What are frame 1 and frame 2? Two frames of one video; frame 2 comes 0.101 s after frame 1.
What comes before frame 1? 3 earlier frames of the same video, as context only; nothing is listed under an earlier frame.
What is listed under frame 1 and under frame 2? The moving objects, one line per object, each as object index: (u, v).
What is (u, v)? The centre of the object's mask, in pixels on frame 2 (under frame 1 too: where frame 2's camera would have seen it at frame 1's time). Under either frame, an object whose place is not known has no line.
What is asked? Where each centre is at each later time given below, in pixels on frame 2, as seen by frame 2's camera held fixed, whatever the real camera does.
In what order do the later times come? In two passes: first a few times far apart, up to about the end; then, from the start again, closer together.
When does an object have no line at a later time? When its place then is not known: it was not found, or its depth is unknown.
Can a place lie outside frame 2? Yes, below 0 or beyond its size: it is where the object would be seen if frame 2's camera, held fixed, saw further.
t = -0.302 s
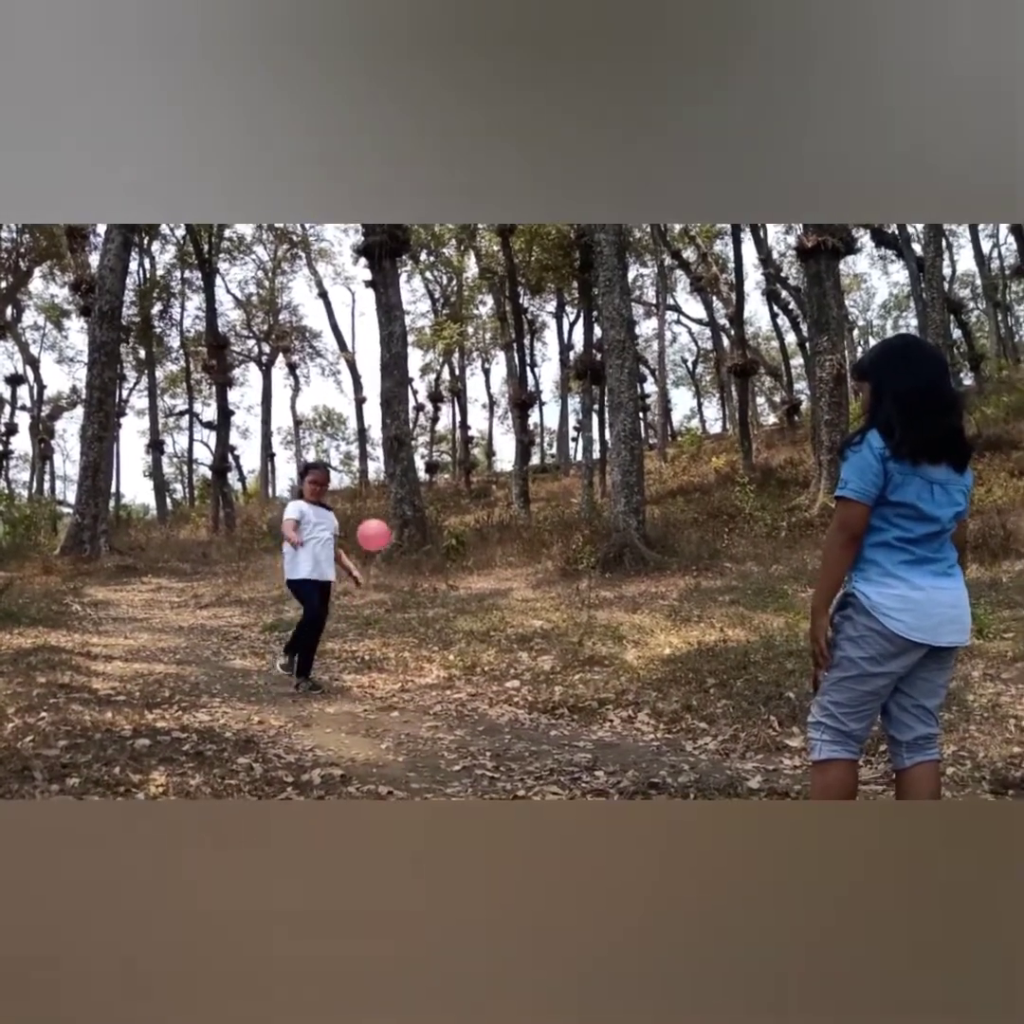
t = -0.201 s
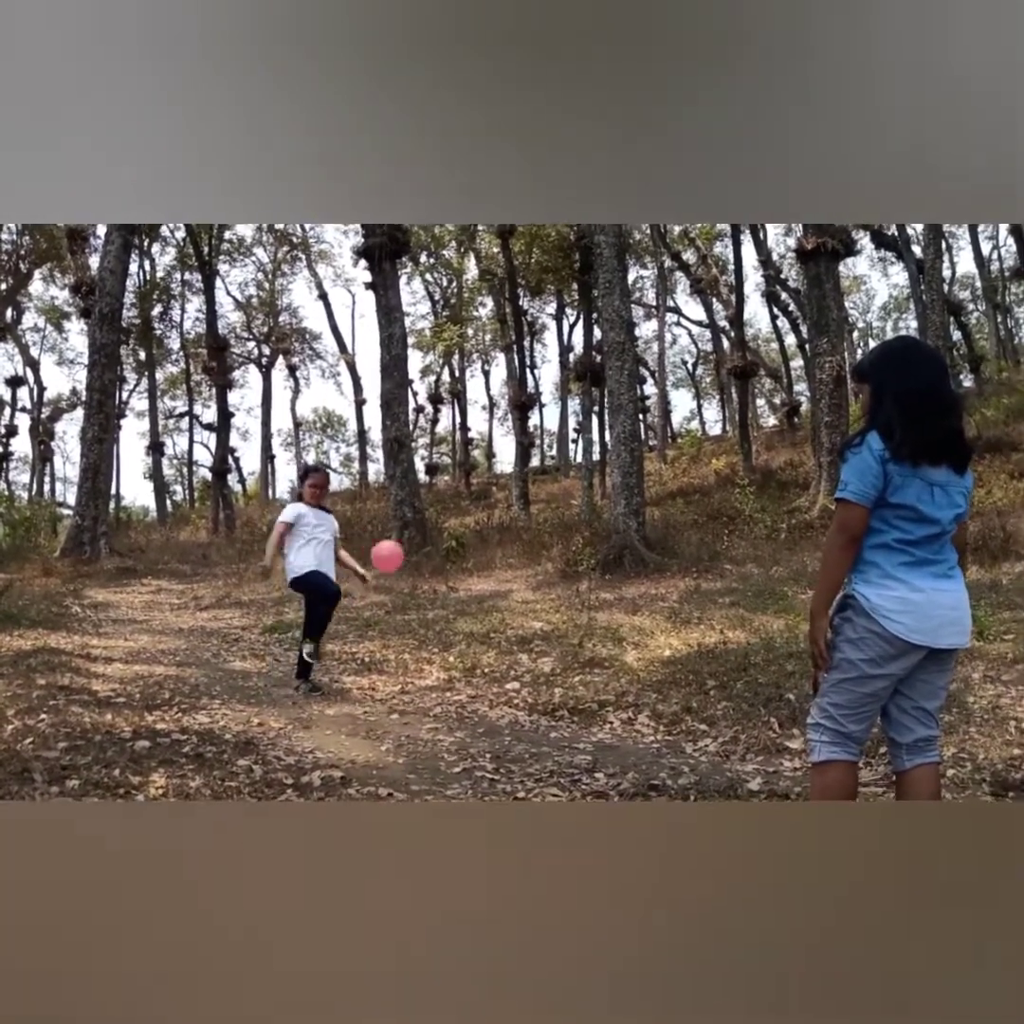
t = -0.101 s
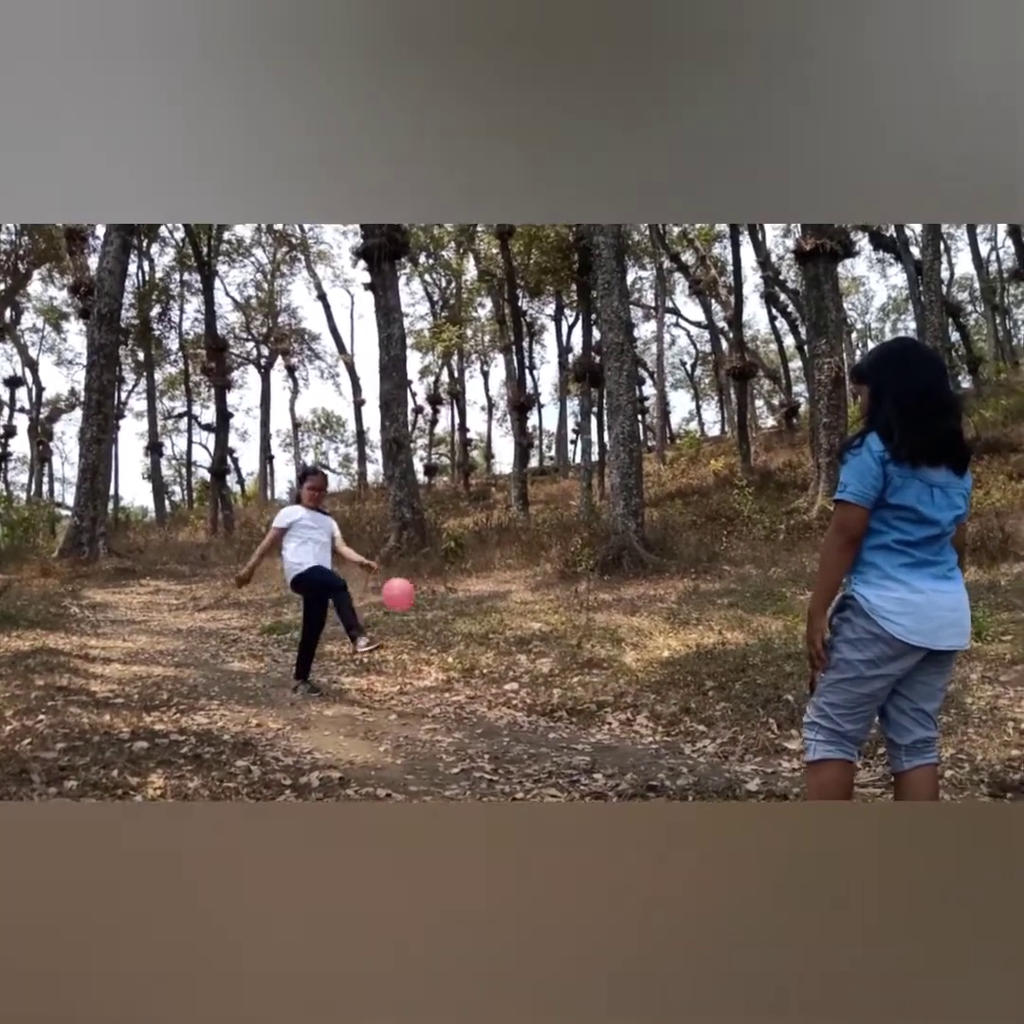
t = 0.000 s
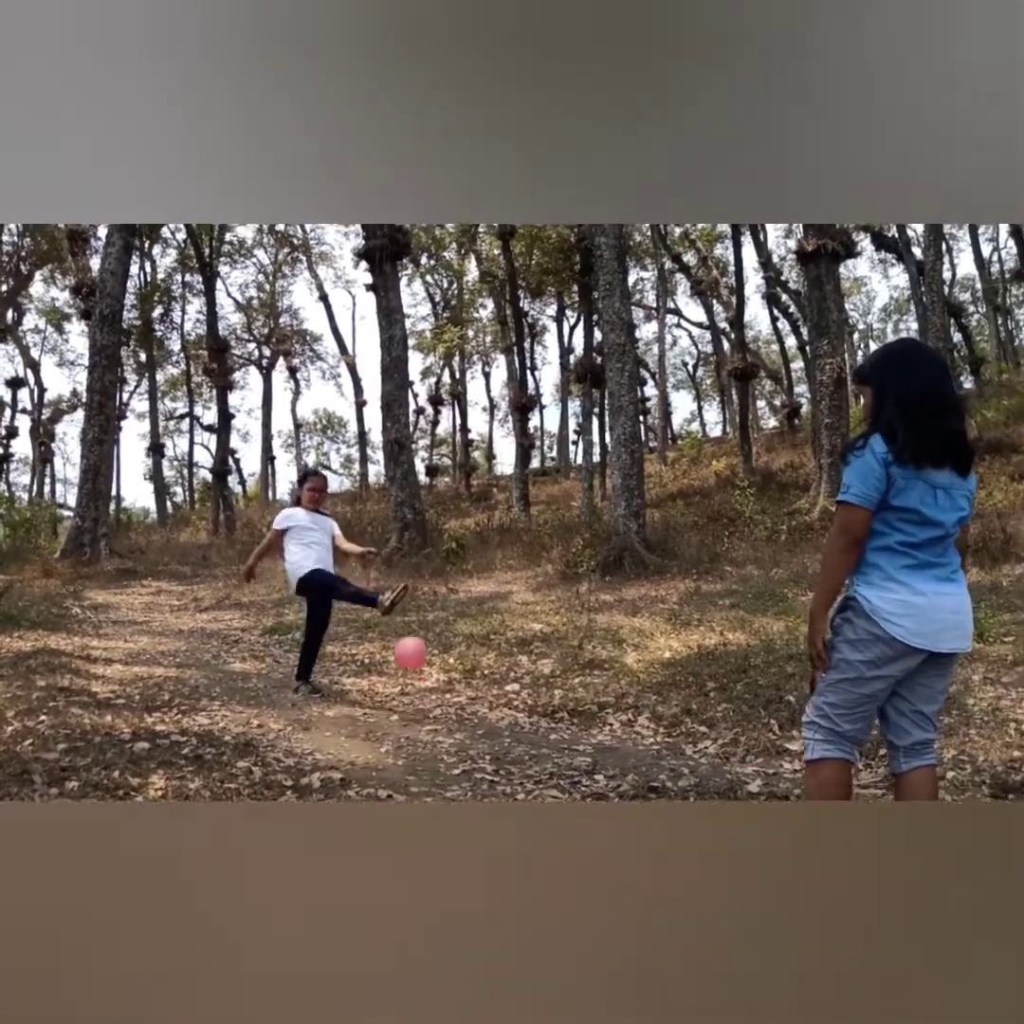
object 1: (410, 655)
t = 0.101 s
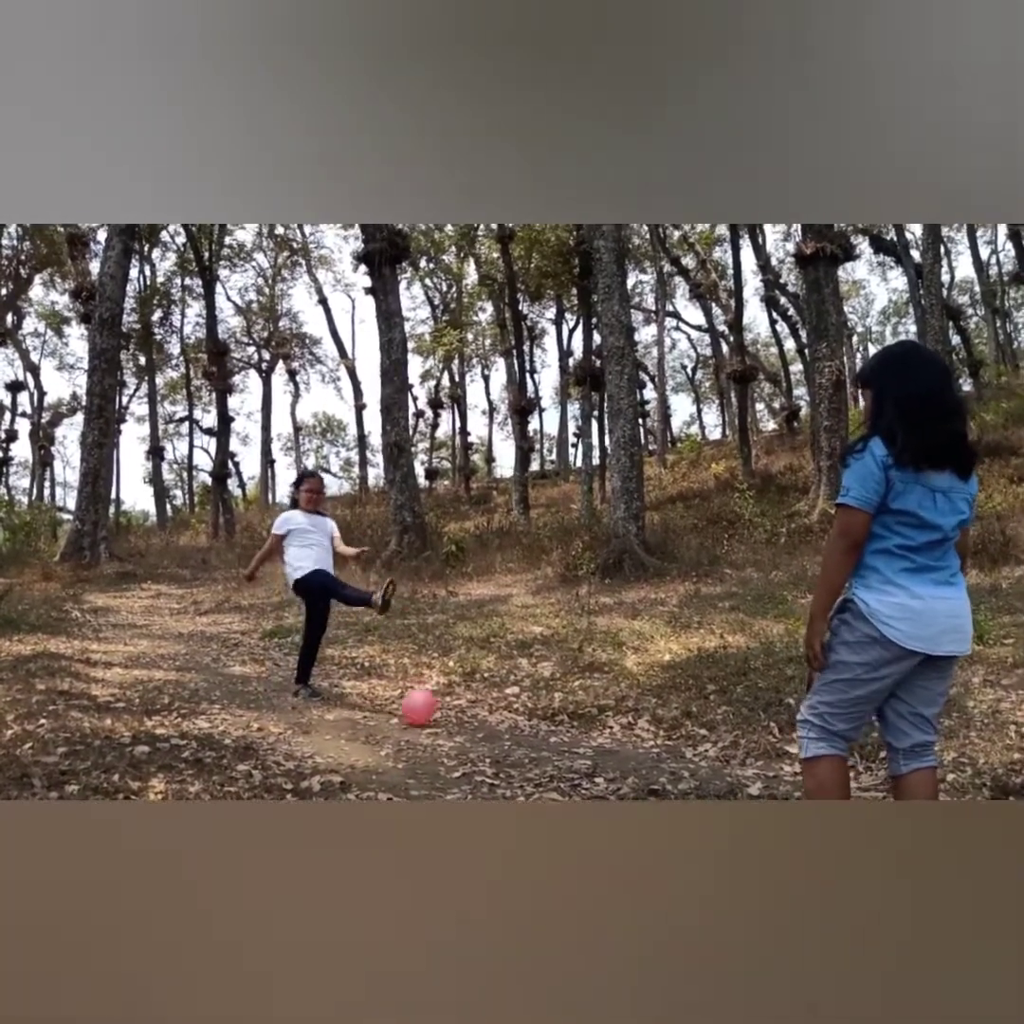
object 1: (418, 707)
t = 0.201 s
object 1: (426, 674)
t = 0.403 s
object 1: (439, 667)
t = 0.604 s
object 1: (448, 711)
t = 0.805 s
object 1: (453, 700)
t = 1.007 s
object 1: (458, 714)
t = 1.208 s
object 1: (466, 724)
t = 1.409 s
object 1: (476, 731)
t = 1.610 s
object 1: (481, 733)
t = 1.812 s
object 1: (490, 738)
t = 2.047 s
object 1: (497, 738)
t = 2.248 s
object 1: (499, 739)
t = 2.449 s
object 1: (501, 738)
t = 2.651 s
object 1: (500, 738)
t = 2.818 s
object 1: (498, 738)
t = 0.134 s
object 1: (424, 692)
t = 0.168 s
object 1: (425, 681)
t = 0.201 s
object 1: (426, 674)
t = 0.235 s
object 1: (429, 668)
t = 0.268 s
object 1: (431, 663)
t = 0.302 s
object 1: (433, 662)
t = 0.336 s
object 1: (435, 661)
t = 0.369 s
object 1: (438, 663)
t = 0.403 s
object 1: (439, 667)
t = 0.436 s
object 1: (441, 675)
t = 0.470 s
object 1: (442, 683)
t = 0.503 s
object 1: (443, 695)
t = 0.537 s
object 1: (445, 708)
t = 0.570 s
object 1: (446, 716)
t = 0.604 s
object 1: (448, 711)
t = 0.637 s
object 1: (449, 705)
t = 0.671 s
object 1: (450, 701)
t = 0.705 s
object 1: (451, 699)
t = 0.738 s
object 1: (452, 699)
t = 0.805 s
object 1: (453, 700)
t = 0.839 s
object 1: (453, 703)
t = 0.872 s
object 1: (454, 709)
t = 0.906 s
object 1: (455, 718)
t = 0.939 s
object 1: (455, 719)
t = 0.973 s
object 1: (456, 716)
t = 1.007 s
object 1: (458, 714)
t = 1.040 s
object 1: (459, 714)
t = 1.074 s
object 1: (460, 714)
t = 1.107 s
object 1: (461, 719)
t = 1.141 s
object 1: (464, 723)
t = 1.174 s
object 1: (465, 724)
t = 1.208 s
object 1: (466, 724)
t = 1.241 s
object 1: (468, 724)
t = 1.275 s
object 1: (470, 726)
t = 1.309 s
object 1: (474, 729)
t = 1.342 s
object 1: (474, 729)
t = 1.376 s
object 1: (475, 730)
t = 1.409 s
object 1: (476, 731)
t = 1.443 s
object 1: (479, 732)
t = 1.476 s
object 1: (479, 732)
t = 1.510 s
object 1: (480, 732)
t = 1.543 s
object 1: (480, 733)
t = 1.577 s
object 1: (480, 733)
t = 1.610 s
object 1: (481, 733)
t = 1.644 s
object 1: (484, 734)
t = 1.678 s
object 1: (486, 735)
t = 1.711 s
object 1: (489, 737)
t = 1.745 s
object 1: (489, 737)
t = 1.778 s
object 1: (490, 737)
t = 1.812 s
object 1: (490, 738)
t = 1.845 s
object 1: (491, 738)
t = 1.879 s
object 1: (492, 738)
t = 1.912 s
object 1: (493, 738)
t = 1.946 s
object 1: (493, 738)
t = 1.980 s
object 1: (493, 738)
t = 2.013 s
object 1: (495, 739)
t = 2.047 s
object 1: (497, 738)
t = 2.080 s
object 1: (496, 738)
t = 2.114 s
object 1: (497, 739)
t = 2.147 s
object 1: (497, 739)
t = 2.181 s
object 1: (498, 739)
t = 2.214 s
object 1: (499, 739)
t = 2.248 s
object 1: (499, 739)
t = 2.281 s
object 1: (501, 738)
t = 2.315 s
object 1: (501, 738)
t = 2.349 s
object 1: (501, 738)
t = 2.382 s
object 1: (501, 738)
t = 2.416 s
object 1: (501, 738)
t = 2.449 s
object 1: (501, 738)
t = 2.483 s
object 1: (501, 738)
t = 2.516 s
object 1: (501, 738)
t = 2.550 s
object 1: (500, 738)
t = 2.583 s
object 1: (500, 738)
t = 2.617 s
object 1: (500, 738)
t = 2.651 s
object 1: (500, 738)
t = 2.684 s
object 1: (500, 738)
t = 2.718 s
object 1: (499, 738)
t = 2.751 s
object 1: (498, 738)
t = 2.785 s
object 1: (499, 738)
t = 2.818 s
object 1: (498, 738)
